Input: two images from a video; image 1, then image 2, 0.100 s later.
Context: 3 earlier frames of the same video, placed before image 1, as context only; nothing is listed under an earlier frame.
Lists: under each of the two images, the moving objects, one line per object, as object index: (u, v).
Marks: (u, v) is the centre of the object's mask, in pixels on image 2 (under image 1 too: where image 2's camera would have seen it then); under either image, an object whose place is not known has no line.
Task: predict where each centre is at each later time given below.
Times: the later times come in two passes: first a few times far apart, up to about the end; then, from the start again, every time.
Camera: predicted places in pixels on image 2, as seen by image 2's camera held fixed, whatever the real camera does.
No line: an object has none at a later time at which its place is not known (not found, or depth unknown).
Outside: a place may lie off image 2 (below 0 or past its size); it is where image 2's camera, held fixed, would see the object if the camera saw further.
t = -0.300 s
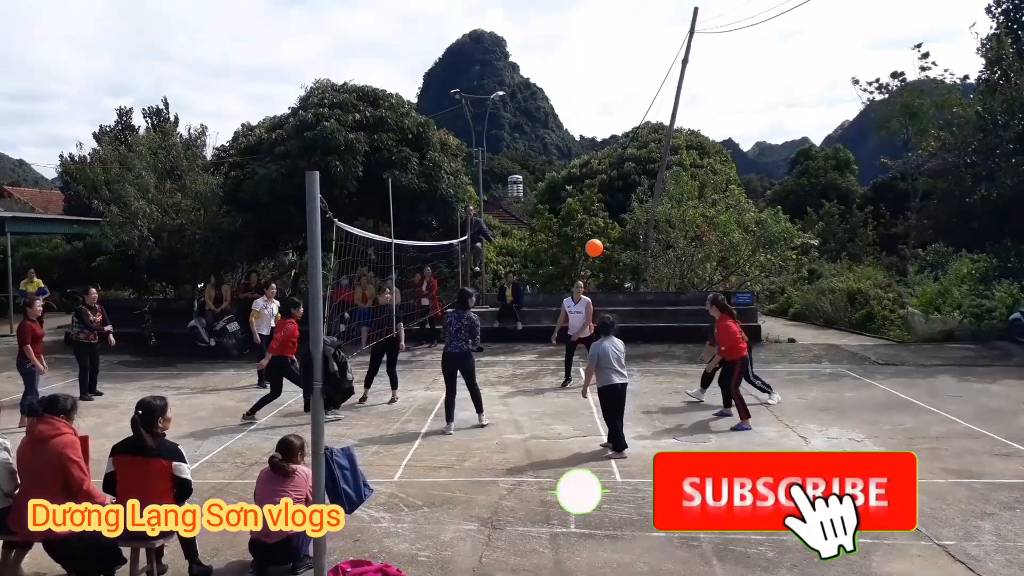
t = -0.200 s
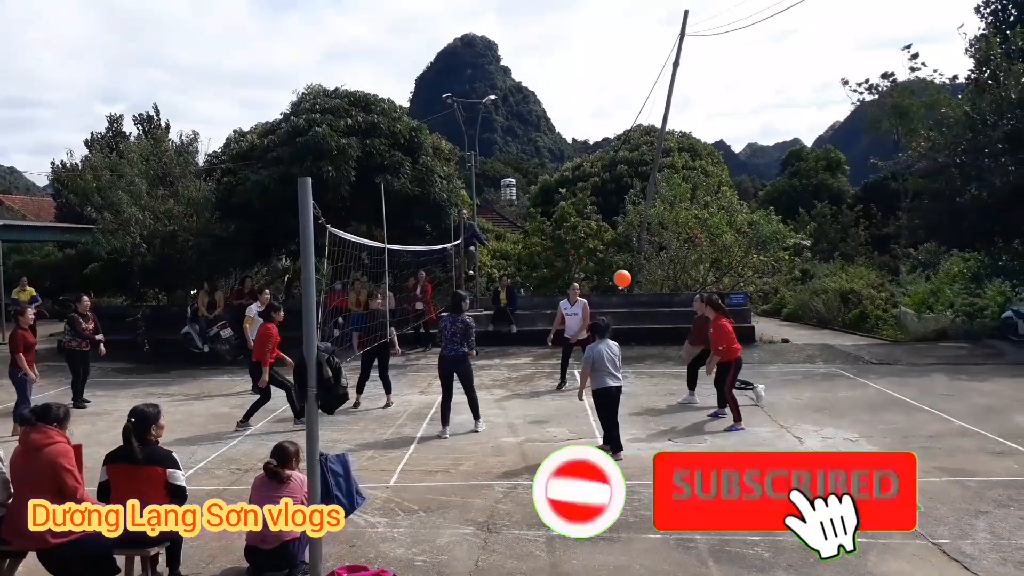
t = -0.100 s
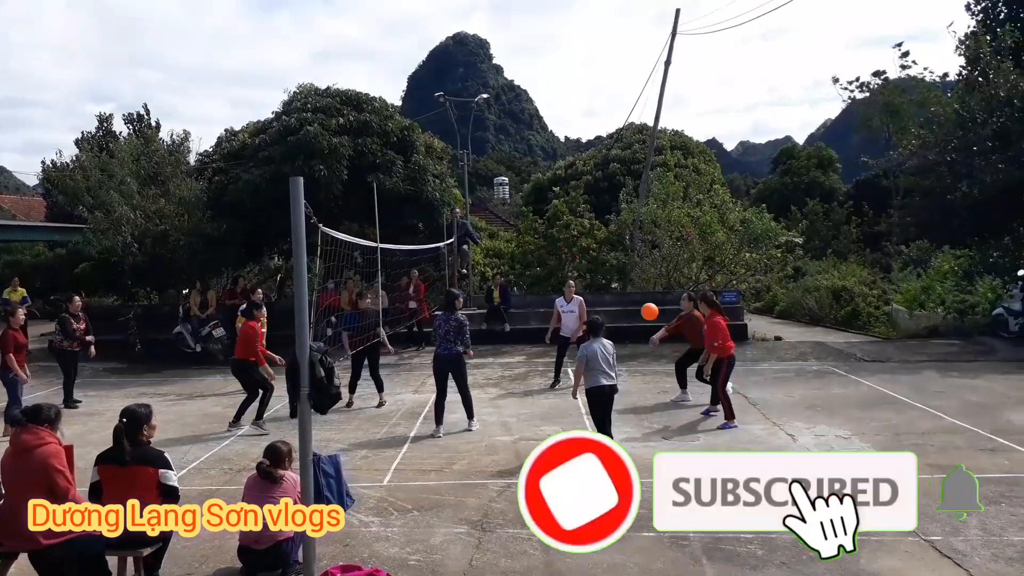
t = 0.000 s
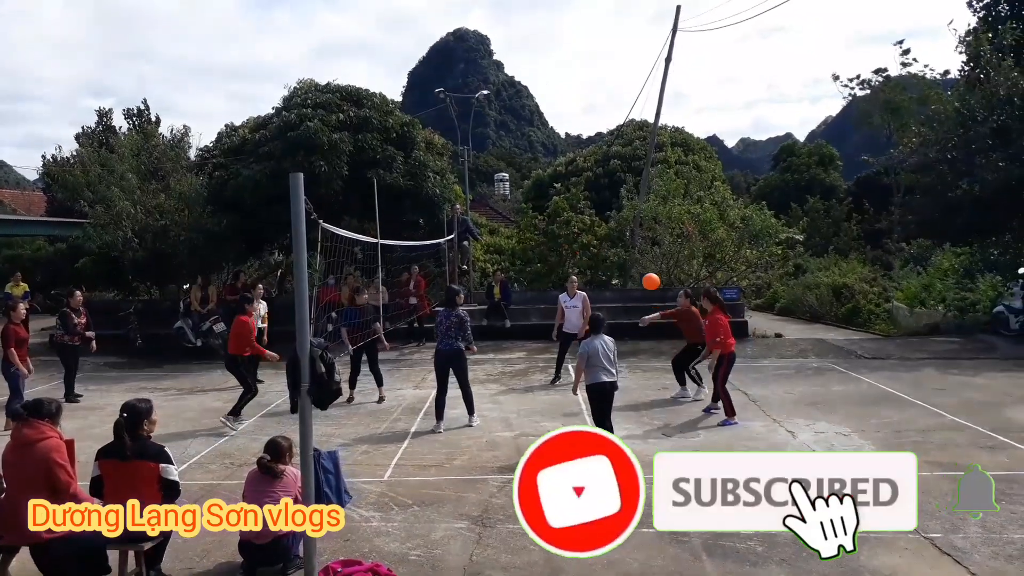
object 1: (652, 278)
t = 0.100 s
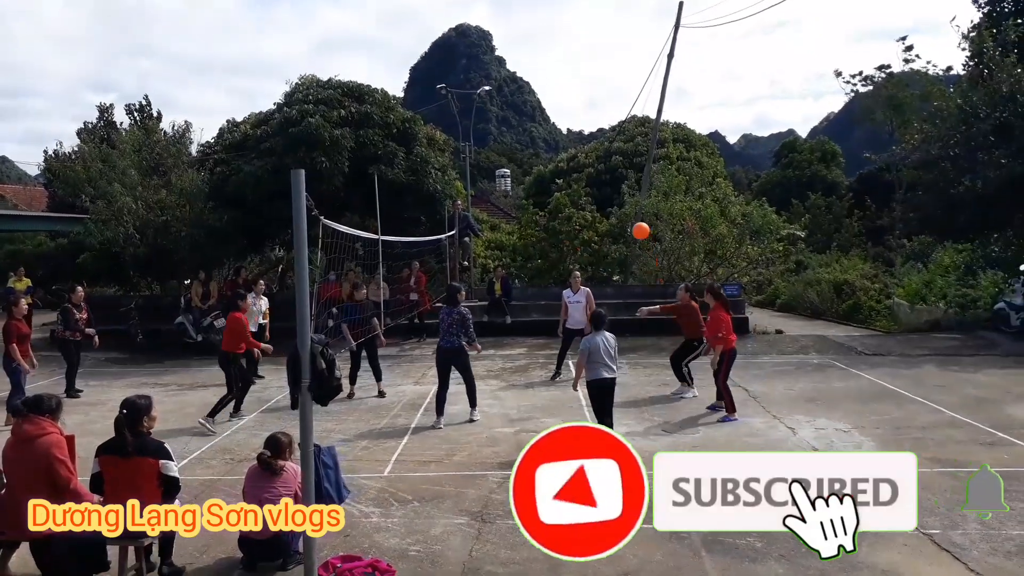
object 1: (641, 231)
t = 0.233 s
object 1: (626, 179)
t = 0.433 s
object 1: (603, 124)
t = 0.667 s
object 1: (575, 97)
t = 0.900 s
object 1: (546, 118)
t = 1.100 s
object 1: (520, 172)
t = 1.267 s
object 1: (500, 246)
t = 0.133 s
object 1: (637, 217)
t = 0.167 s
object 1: (634, 203)
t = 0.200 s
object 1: (629, 191)
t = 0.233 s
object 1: (626, 179)
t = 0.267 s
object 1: (622, 167)
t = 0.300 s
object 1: (618, 157)
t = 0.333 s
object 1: (615, 148)
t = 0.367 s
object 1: (611, 139)
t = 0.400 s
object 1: (607, 131)
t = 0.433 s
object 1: (603, 124)
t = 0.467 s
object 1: (599, 118)
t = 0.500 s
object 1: (594, 112)
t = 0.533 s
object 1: (590, 107)
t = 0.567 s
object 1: (586, 104)
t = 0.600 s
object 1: (582, 101)
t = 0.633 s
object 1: (579, 98)
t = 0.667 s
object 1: (575, 97)
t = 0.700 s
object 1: (571, 97)
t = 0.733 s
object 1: (567, 98)
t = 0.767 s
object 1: (563, 100)
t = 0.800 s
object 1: (559, 103)
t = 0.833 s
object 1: (554, 107)
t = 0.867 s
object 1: (551, 112)
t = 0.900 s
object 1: (546, 118)
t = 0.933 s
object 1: (542, 124)
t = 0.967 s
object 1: (538, 131)
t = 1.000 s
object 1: (533, 140)
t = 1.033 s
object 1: (529, 149)
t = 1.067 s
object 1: (525, 160)
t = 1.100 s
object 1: (520, 172)
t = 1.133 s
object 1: (517, 184)
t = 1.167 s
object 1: (512, 198)
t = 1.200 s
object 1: (508, 213)
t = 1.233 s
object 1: (504, 228)
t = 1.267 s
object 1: (500, 246)
